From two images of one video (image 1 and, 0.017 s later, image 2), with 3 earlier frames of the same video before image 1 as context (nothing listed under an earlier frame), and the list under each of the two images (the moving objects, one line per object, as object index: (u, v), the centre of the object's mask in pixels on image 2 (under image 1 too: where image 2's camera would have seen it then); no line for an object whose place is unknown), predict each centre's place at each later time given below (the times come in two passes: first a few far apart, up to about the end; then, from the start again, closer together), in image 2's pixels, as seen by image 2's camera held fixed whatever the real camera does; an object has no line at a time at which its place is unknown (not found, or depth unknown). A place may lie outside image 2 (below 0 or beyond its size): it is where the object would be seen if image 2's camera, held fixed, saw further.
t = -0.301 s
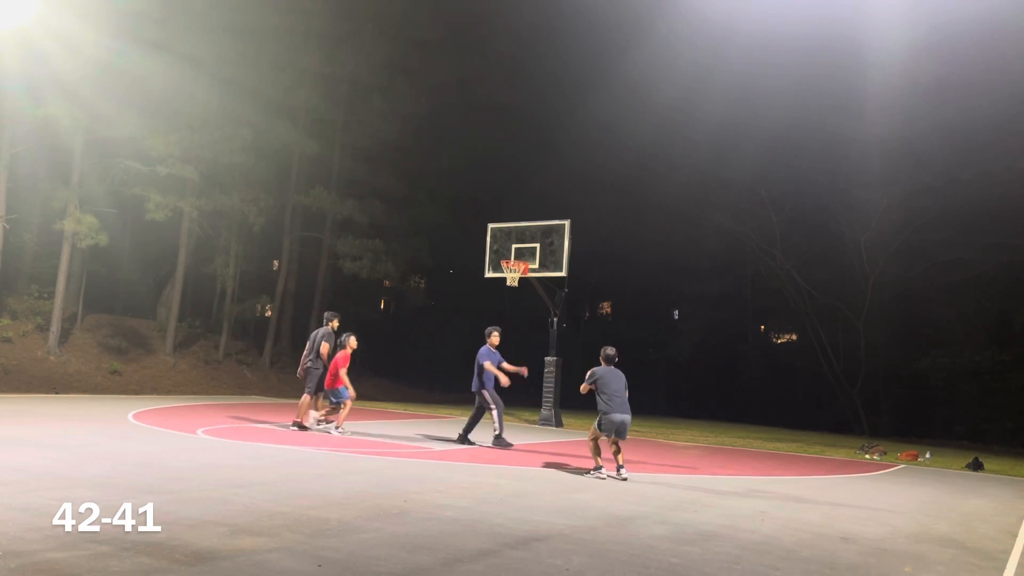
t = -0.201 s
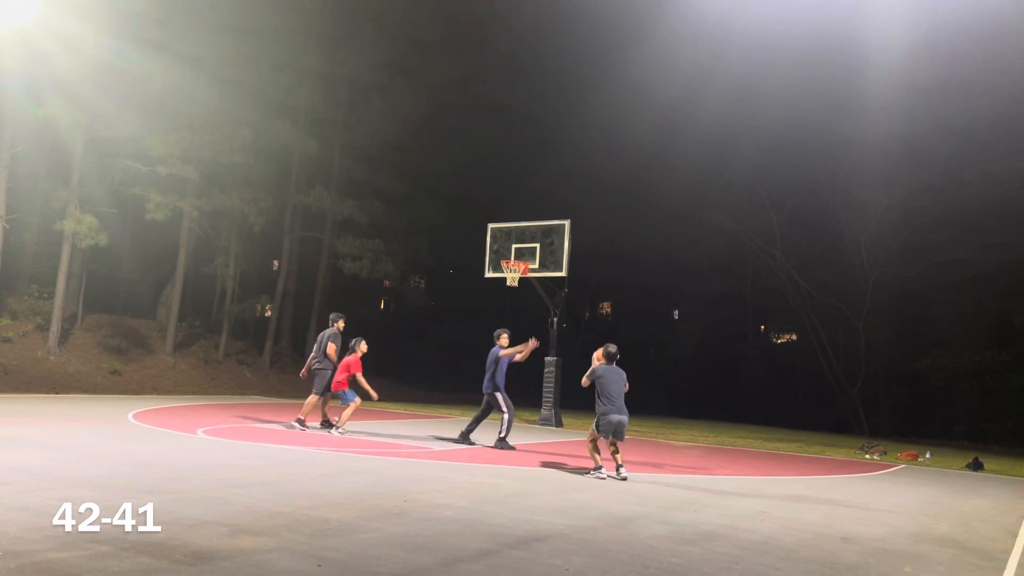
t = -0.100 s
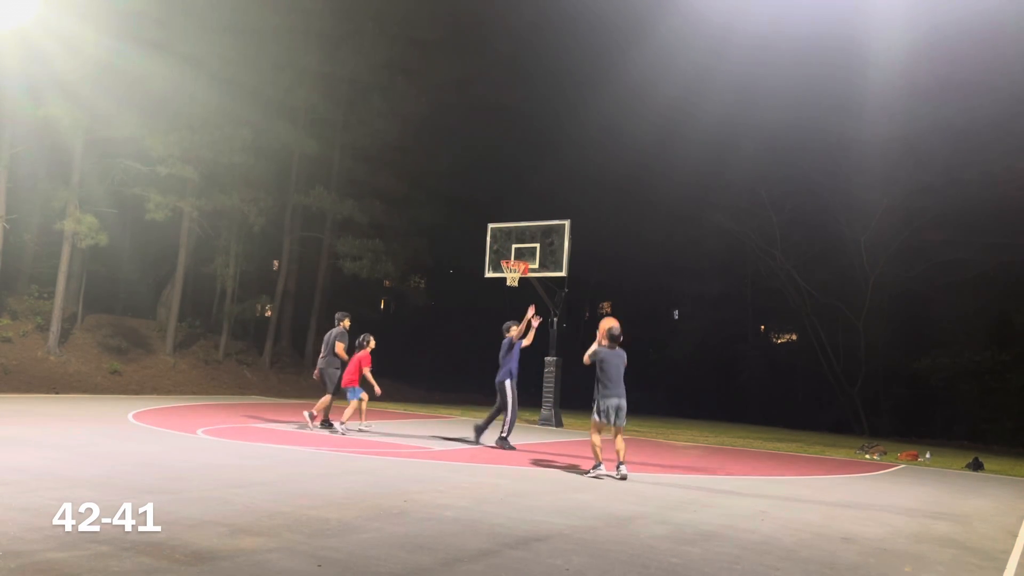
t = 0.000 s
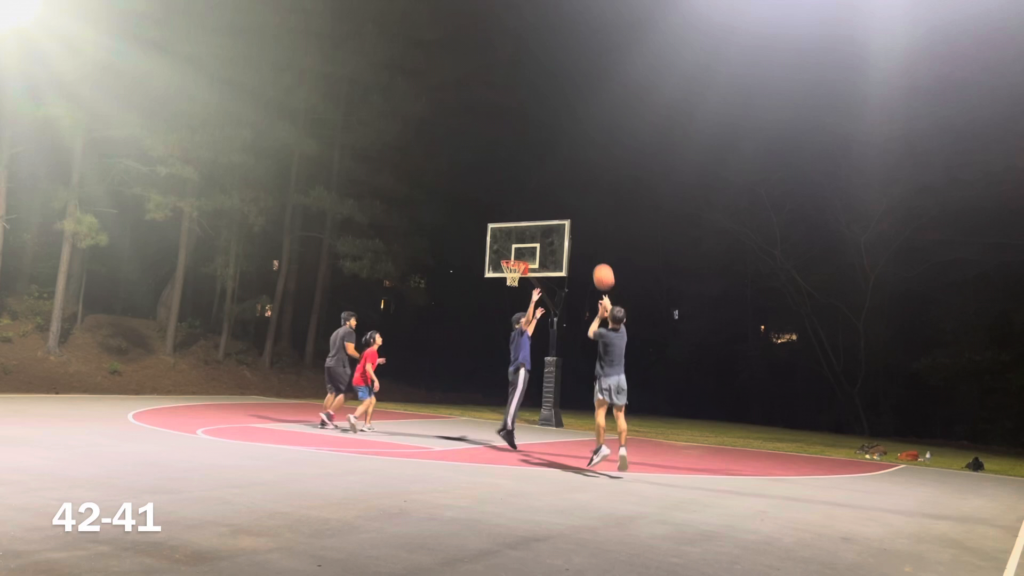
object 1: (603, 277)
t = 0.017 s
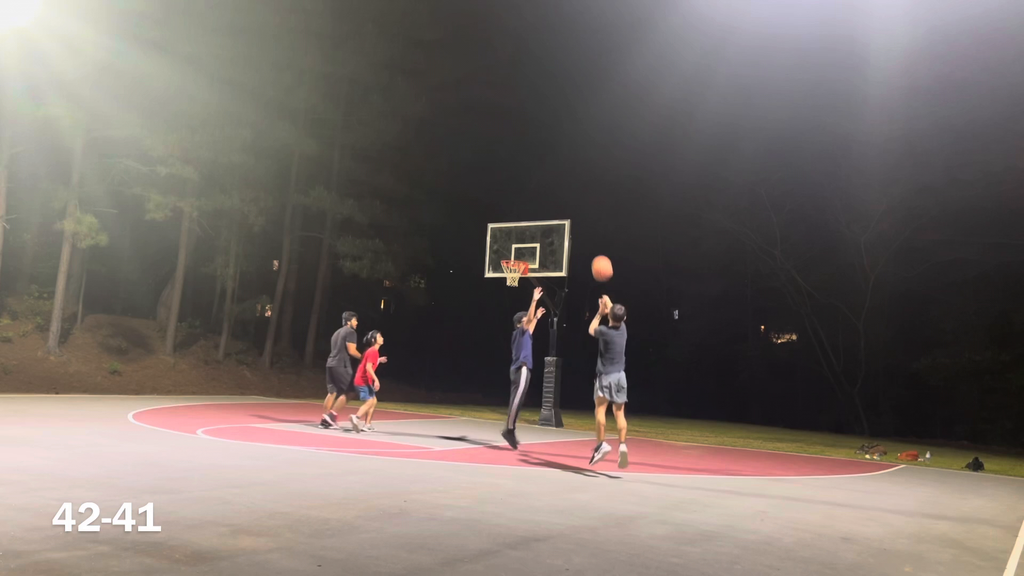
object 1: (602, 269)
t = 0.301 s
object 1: (576, 174)
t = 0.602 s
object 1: (553, 152)
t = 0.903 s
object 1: (532, 185)
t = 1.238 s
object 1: (506, 277)
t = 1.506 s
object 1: (511, 291)
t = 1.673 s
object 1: (510, 316)
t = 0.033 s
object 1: (600, 261)
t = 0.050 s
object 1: (599, 253)
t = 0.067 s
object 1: (597, 245)
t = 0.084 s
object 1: (595, 238)
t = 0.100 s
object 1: (594, 232)
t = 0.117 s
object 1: (592, 225)
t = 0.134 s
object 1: (591, 219)
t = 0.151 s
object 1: (589, 213)
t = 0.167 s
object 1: (588, 208)
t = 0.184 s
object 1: (586, 202)
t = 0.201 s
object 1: (585, 198)
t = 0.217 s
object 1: (583, 193)
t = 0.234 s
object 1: (582, 189)
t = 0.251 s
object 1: (581, 185)
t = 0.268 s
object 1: (579, 181)
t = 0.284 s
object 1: (578, 177)
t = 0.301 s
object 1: (576, 174)
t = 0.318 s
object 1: (575, 171)
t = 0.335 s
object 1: (573, 168)
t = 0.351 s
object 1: (572, 165)
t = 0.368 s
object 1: (571, 163)
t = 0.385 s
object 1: (570, 161)
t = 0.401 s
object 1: (568, 159)
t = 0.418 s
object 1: (567, 157)
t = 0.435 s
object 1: (566, 156)
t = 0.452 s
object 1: (564, 154)
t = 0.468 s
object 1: (563, 153)
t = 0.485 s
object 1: (562, 153)
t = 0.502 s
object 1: (561, 152)
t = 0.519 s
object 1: (559, 151)
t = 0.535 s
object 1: (558, 151)
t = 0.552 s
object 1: (557, 151)
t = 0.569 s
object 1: (556, 151)
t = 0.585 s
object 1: (554, 151)
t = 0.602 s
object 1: (553, 152)
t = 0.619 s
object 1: (552, 152)
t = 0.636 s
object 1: (551, 153)
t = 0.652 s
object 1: (550, 154)
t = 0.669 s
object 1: (548, 155)
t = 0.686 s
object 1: (547, 156)
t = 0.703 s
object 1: (546, 158)
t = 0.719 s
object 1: (545, 159)
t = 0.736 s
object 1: (544, 161)
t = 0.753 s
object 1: (542, 163)
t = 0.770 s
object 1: (541, 165)
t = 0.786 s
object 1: (540, 167)
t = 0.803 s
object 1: (539, 169)
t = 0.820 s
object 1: (538, 172)
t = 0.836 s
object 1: (537, 174)
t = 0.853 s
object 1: (535, 177)
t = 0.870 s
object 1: (534, 179)
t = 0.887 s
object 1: (533, 182)
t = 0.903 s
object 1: (532, 185)
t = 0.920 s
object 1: (531, 188)
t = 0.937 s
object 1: (530, 192)
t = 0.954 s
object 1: (529, 195)
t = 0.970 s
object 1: (528, 198)
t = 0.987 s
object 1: (527, 202)
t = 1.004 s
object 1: (525, 206)
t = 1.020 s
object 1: (524, 209)
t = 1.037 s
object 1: (523, 213)
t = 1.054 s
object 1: (522, 216)
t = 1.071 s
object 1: (521, 221)
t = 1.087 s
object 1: (520, 225)
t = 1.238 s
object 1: (506, 277)
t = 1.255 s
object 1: (510, 277)
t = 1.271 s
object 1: (510, 277)
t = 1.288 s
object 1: (509, 276)
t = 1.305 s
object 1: (509, 278)
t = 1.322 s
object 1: (510, 278)
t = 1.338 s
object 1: (510, 279)
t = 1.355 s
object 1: (510, 279)
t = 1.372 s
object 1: (510, 280)
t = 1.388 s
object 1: (510, 281)
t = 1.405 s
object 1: (510, 282)
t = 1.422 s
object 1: (510, 283)
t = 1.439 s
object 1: (510, 284)
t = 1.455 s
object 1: (510, 285)
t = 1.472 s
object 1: (511, 287)
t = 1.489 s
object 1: (511, 289)
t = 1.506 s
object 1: (511, 291)
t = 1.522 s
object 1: (510, 293)
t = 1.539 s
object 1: (511, 295)
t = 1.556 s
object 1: (511, 297)
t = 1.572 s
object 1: (511, 299)
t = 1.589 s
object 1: (511, 302)
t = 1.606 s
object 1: (511, 304)
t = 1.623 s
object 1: (511, 307)
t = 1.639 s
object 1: (511, 310)
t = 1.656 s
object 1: (511, 313)
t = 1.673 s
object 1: (510, 316)
